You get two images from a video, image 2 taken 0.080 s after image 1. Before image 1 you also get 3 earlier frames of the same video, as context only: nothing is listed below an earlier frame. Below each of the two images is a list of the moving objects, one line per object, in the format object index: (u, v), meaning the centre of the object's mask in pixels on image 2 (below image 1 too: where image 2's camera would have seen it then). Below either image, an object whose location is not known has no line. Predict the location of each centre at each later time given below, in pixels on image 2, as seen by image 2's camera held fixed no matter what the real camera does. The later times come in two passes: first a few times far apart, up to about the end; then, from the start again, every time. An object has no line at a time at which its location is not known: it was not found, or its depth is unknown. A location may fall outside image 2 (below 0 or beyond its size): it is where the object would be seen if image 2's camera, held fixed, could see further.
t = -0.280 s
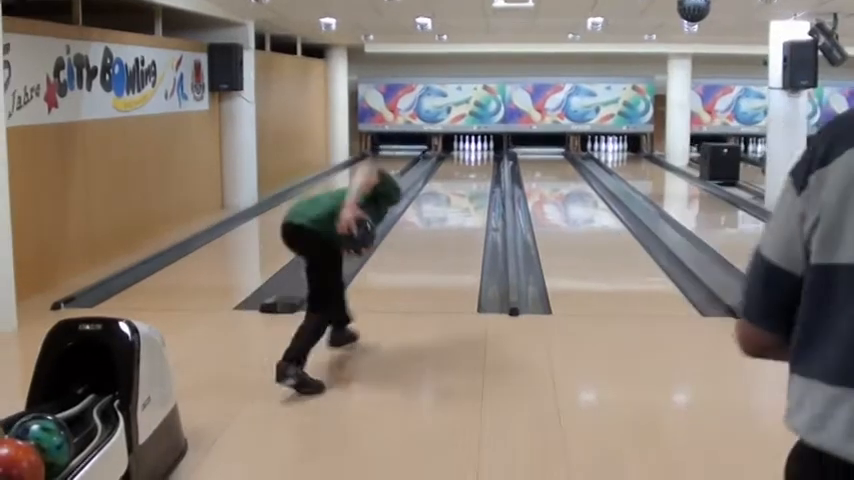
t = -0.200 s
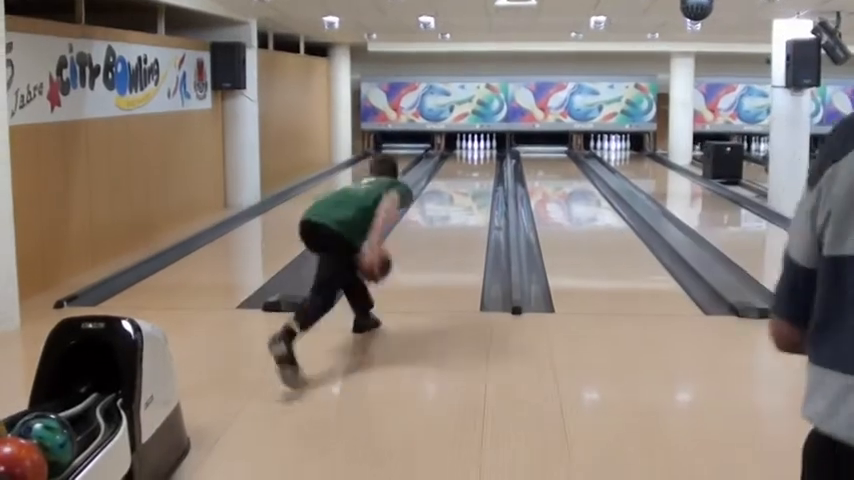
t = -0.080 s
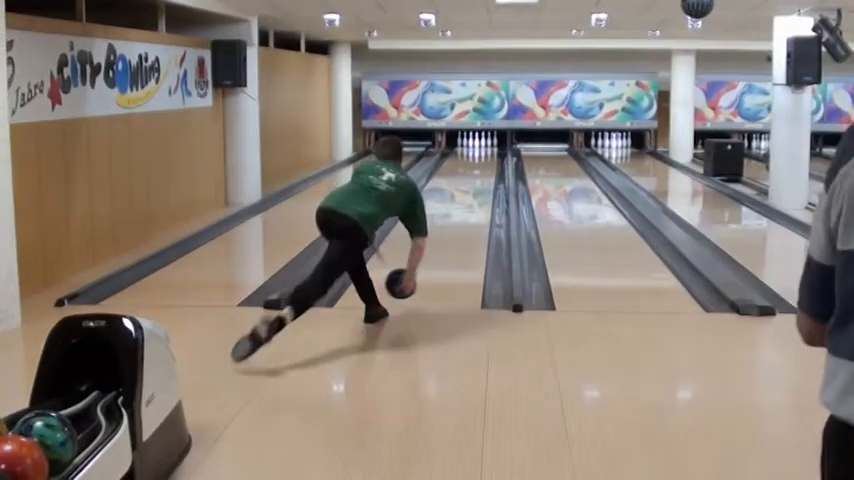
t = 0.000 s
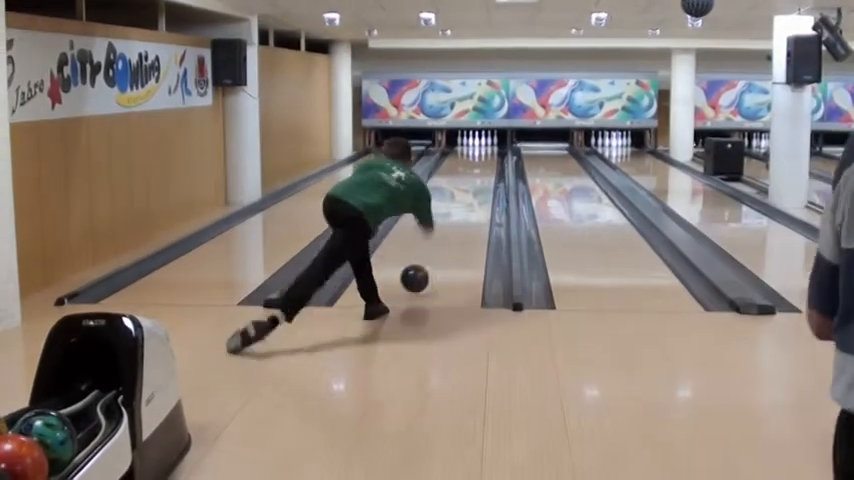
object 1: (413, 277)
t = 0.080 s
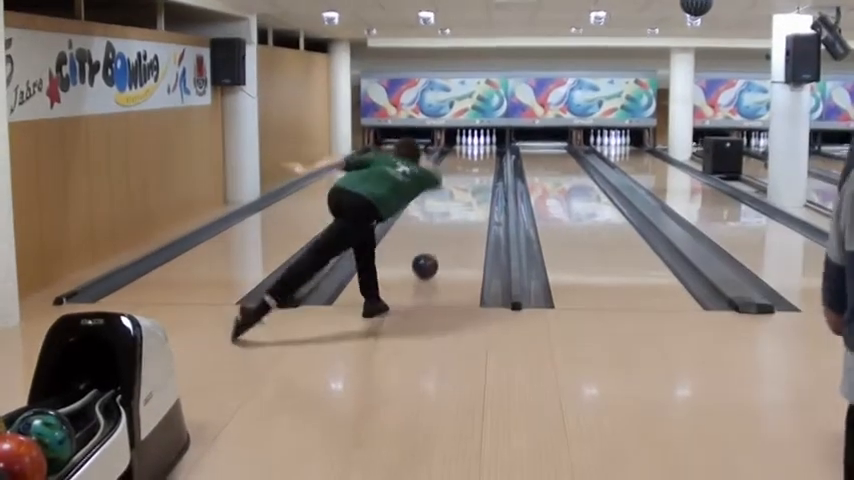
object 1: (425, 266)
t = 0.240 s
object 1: (443, 241)
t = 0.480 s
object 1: (461, 213)
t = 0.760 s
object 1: (474, 192)
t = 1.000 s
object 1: (479, 179)
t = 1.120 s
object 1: (481, 173)
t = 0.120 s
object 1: (430, 259)
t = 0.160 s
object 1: (434, 253)
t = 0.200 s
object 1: (438, 246)
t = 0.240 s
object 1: (443, 241)
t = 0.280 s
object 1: (446, 236)
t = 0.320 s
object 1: (449, 231)
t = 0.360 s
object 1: (453, 226)
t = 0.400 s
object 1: (455, 222)
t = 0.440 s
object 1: (458, 218)
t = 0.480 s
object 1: (461, 213)
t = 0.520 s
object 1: (463, 210)
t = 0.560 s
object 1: (465, 207)
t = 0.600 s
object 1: (467, 203)
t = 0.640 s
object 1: (469, 200)
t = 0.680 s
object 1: (471, 197)
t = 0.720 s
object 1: (472, 194)
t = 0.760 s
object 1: (474, 192)
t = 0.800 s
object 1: (475, 189)
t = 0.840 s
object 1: (476, 187)
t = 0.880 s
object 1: (477, 185)
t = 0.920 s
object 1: (478, 183)
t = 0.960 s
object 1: (479, 181)
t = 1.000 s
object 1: (479, 179)
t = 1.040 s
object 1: (480, 177)
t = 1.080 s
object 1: (481, 175)
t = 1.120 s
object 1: (481, 173)
